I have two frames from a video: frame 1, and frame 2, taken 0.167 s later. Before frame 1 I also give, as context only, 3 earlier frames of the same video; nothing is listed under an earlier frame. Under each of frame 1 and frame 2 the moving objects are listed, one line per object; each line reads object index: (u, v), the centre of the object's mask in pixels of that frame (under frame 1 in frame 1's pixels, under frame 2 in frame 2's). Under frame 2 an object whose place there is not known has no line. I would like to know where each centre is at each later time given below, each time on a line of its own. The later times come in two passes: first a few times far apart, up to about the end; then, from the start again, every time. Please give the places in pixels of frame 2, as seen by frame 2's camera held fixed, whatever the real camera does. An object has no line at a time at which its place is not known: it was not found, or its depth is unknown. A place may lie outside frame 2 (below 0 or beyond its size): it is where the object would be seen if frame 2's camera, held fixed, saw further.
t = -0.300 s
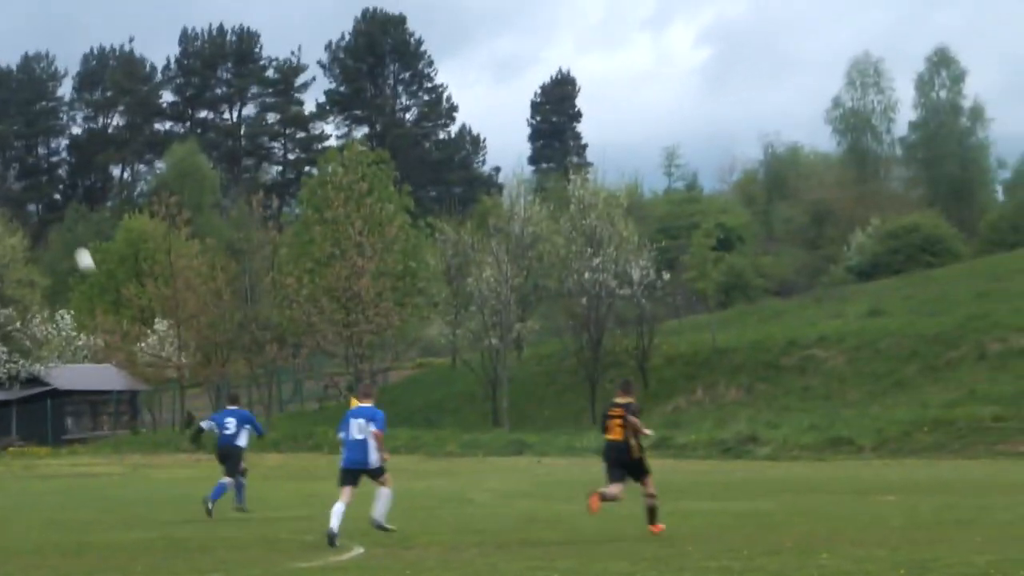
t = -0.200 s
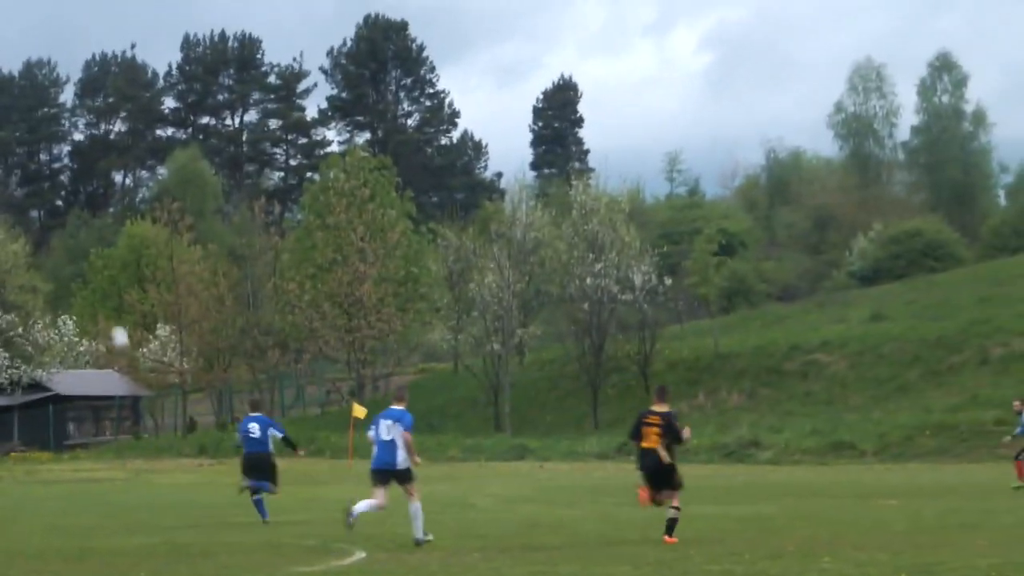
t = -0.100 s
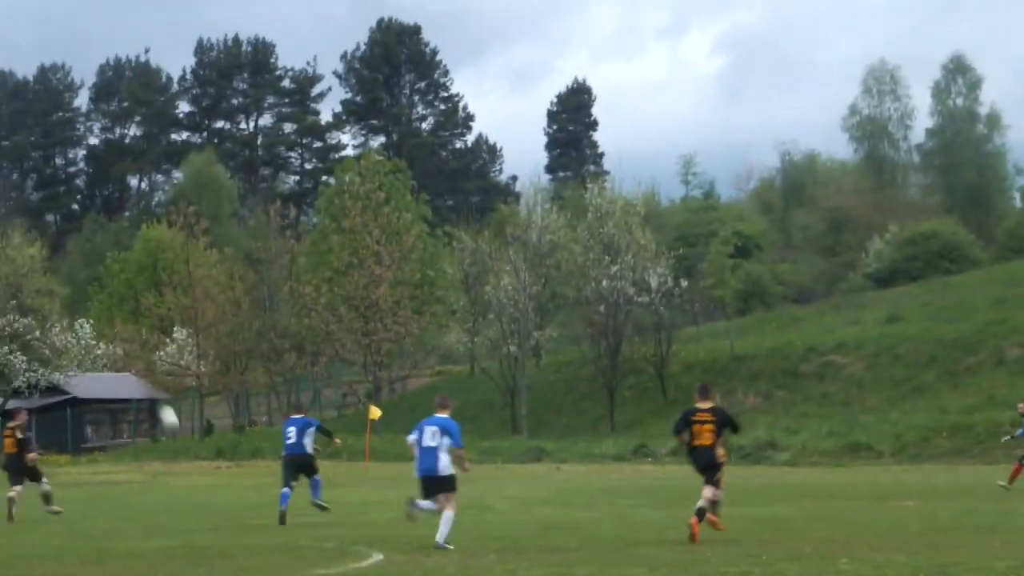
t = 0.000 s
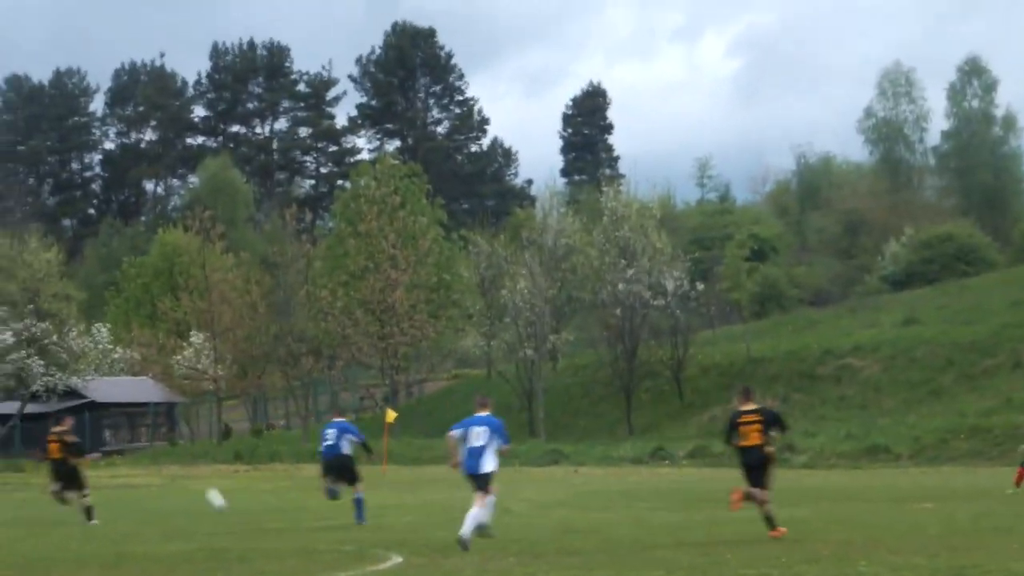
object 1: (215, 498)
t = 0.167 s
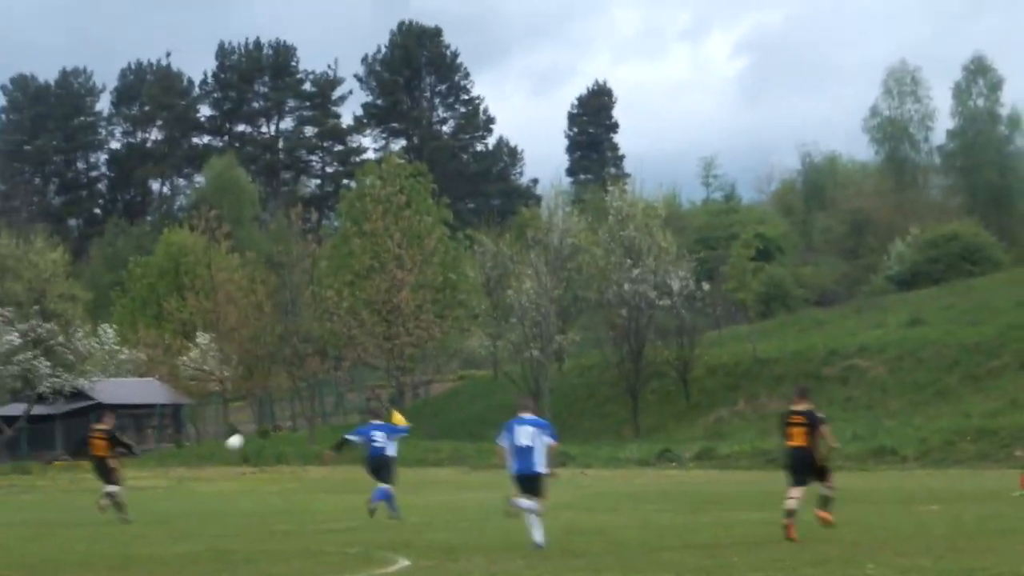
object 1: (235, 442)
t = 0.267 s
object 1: (236, 401)
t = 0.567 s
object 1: (246, 329)
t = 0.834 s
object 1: (255, 322)
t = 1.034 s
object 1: (261, 348)
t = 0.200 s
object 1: (232, 427)
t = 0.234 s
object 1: (231, 413)
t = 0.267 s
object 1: (236, 401)
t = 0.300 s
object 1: (238, 390)
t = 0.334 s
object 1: (237, 379)
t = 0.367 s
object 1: (238, 369)
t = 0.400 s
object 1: (241, 361)
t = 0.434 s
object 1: (243, 353)
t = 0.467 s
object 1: (243, 345)
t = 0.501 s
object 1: (244, 339)
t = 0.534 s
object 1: (245, 333)
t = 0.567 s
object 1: (246, 329)
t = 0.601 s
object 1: (247, 325)
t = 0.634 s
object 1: (249, 323)
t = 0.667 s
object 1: (249, 320)
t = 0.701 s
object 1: (251, 319)
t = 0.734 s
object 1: (252, 318)
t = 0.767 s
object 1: (252, 319)
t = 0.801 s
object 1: (254, 320)
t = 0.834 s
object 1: (255, 322)
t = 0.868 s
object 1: (256, 324)
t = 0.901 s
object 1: (257, 327)
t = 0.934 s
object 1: (258, 331)
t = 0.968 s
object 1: (259, 336)
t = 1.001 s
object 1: (260, 342)
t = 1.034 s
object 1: (261, 348)
